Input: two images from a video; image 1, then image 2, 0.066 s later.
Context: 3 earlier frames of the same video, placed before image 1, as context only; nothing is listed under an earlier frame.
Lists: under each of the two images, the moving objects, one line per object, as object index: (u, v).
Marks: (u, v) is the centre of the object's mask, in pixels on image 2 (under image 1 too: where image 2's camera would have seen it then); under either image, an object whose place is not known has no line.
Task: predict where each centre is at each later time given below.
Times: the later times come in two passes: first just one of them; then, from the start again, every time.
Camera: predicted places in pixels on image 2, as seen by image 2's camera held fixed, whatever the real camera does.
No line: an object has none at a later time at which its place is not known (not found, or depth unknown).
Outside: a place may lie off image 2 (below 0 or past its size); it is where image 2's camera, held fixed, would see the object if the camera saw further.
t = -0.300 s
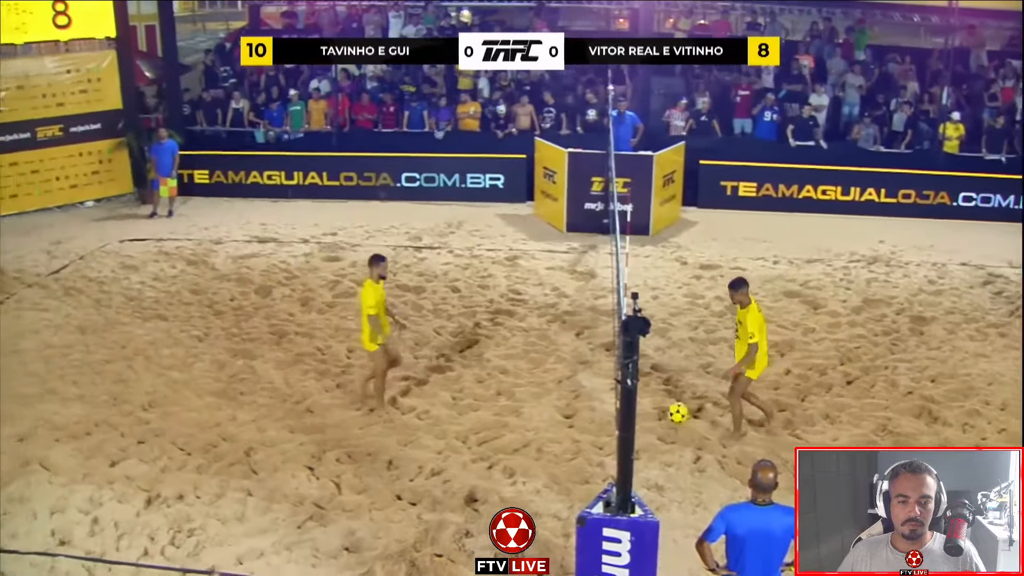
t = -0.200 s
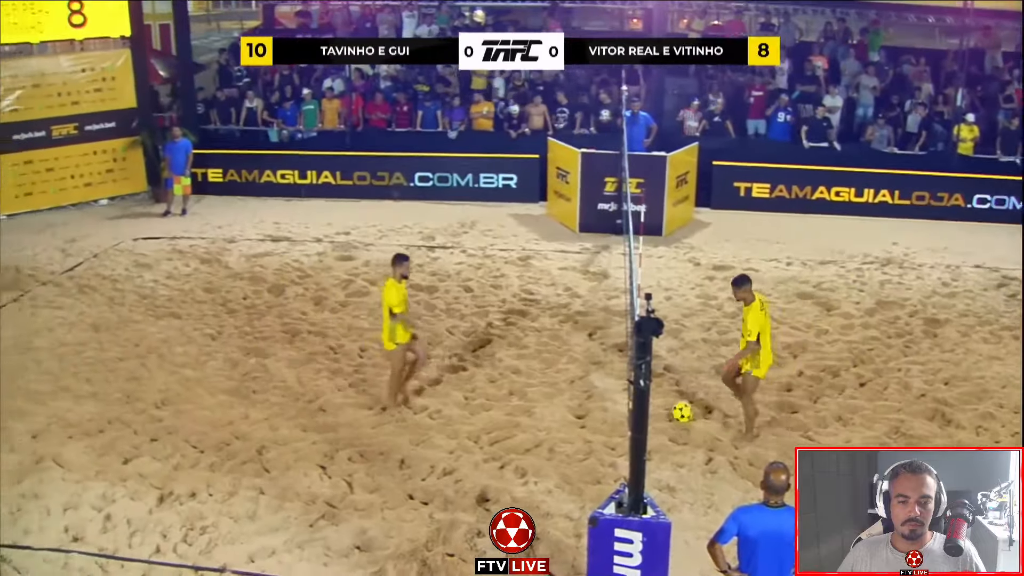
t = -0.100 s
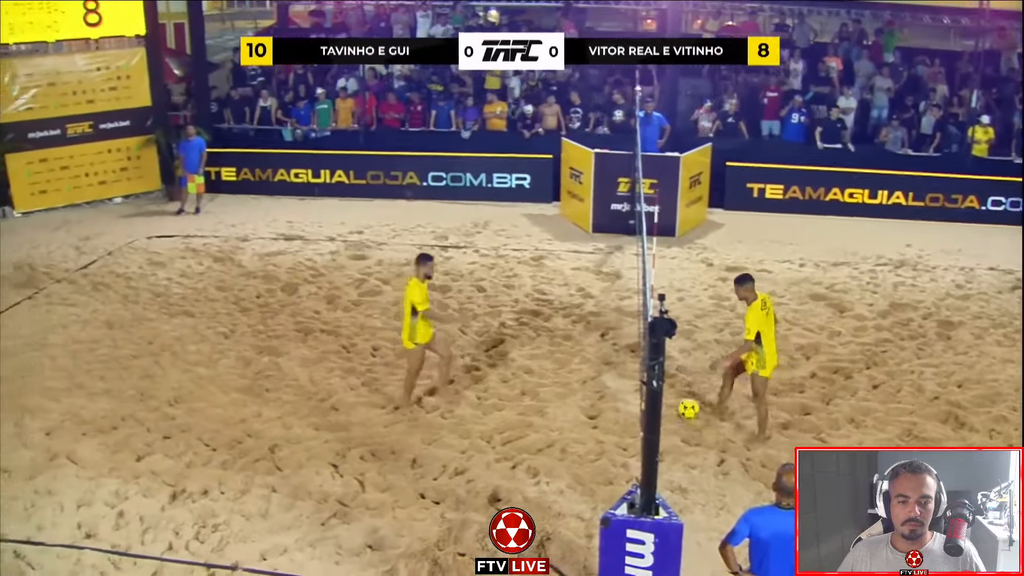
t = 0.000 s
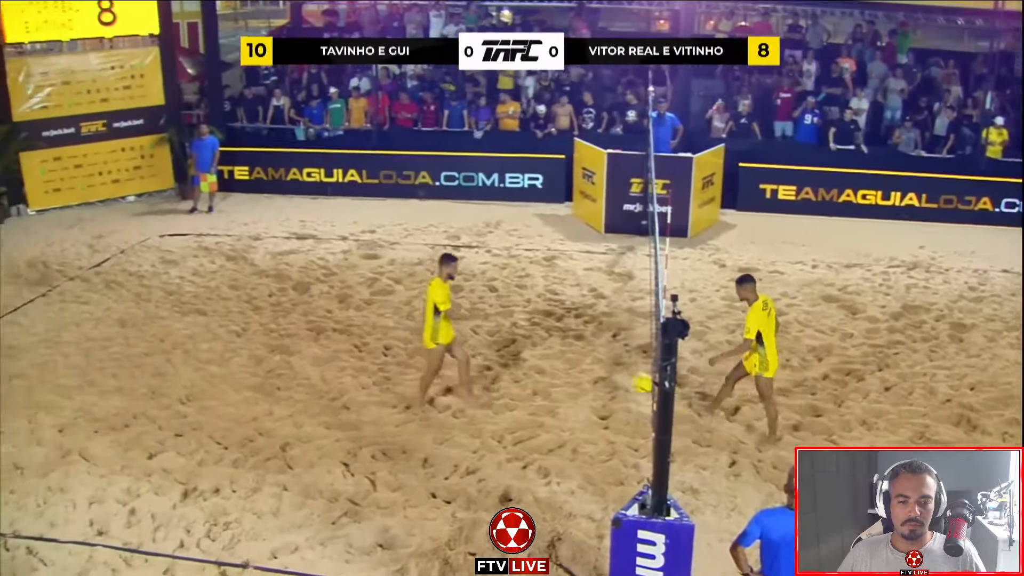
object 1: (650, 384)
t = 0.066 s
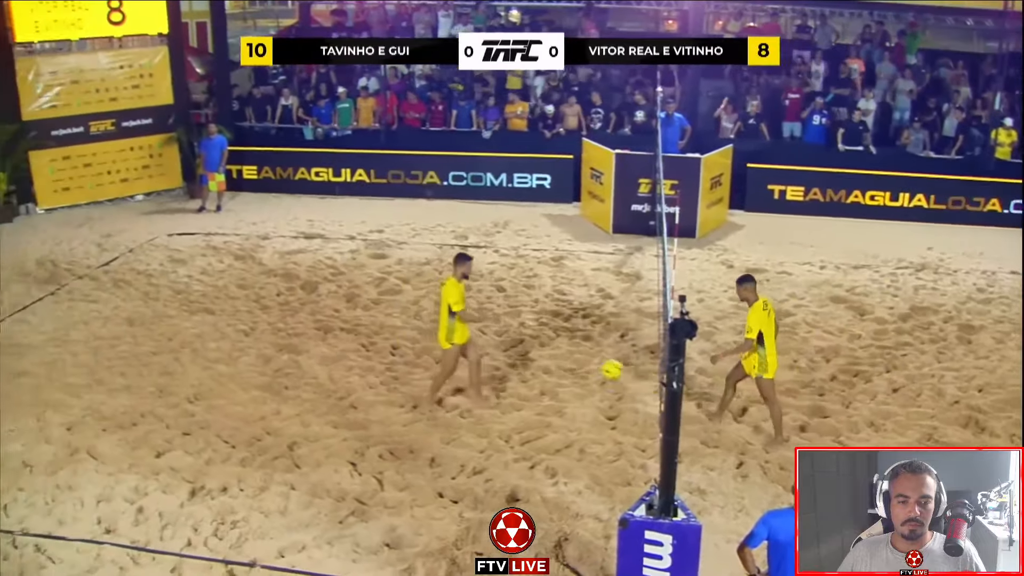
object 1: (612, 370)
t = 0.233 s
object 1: (522, 352)
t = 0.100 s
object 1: (593, 364)
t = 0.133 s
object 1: (575, 360)
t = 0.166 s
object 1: (557, 356)
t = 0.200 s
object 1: (538, 354)
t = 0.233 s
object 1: (522, 352)
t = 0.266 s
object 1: (504, 352)
